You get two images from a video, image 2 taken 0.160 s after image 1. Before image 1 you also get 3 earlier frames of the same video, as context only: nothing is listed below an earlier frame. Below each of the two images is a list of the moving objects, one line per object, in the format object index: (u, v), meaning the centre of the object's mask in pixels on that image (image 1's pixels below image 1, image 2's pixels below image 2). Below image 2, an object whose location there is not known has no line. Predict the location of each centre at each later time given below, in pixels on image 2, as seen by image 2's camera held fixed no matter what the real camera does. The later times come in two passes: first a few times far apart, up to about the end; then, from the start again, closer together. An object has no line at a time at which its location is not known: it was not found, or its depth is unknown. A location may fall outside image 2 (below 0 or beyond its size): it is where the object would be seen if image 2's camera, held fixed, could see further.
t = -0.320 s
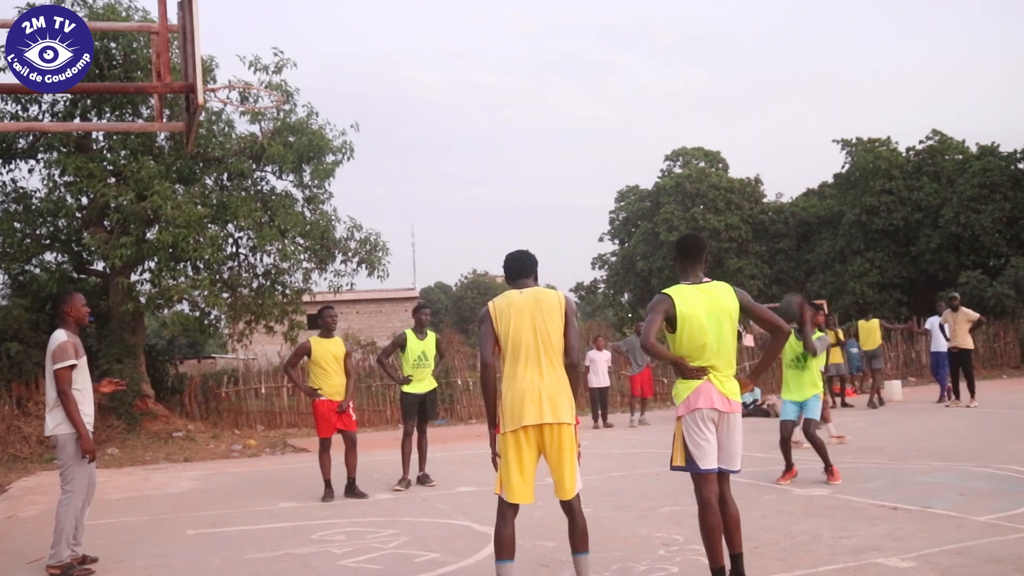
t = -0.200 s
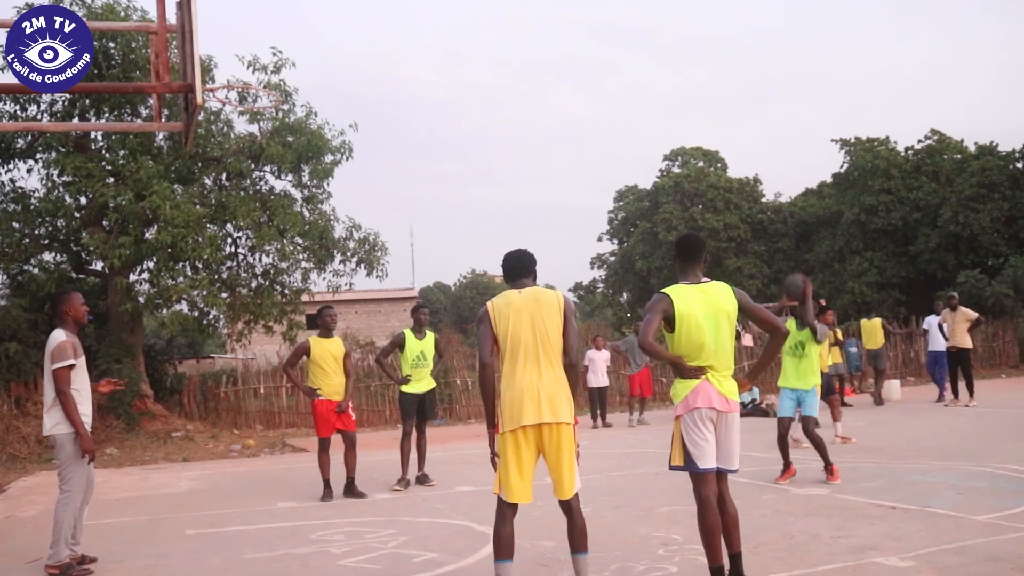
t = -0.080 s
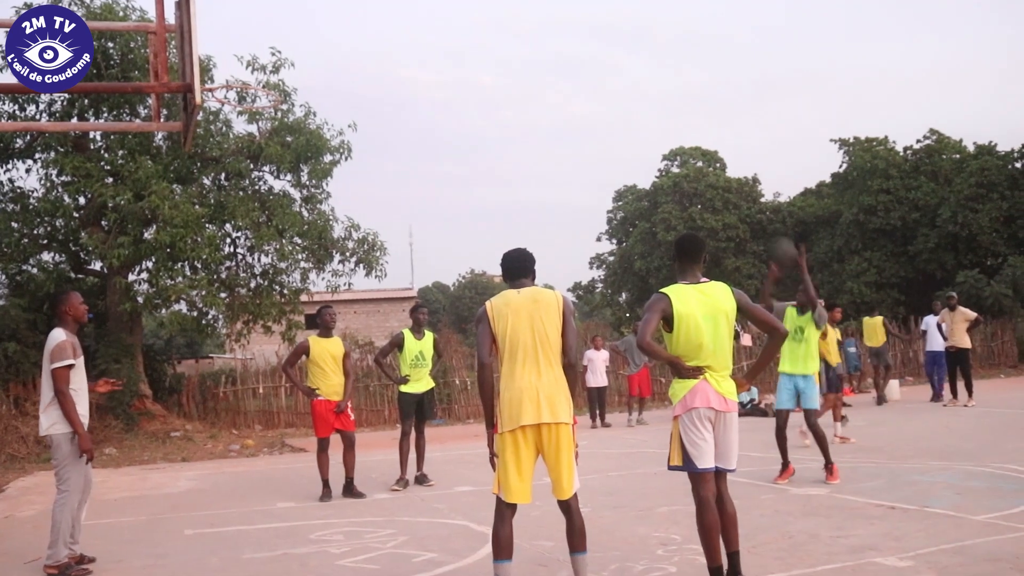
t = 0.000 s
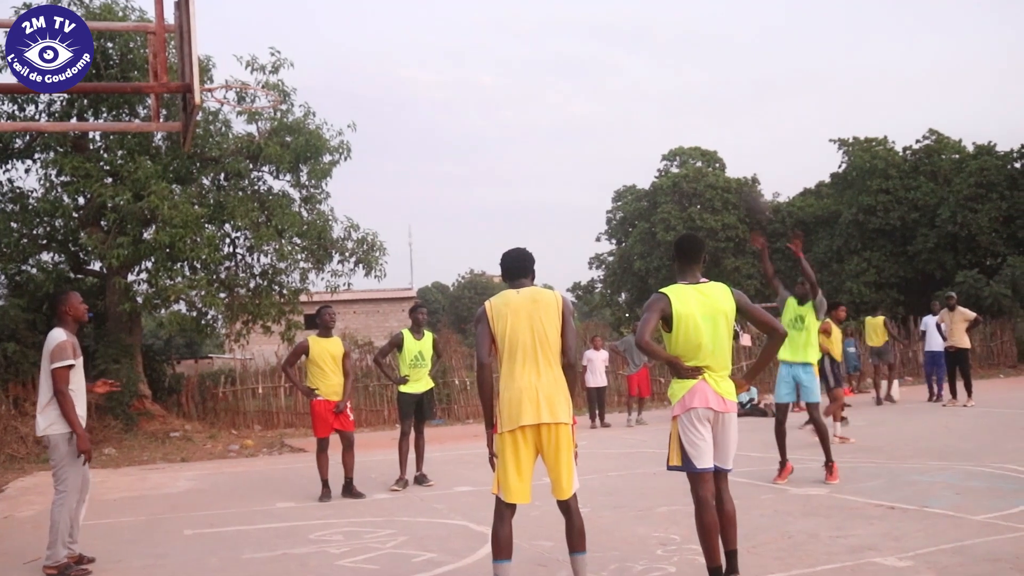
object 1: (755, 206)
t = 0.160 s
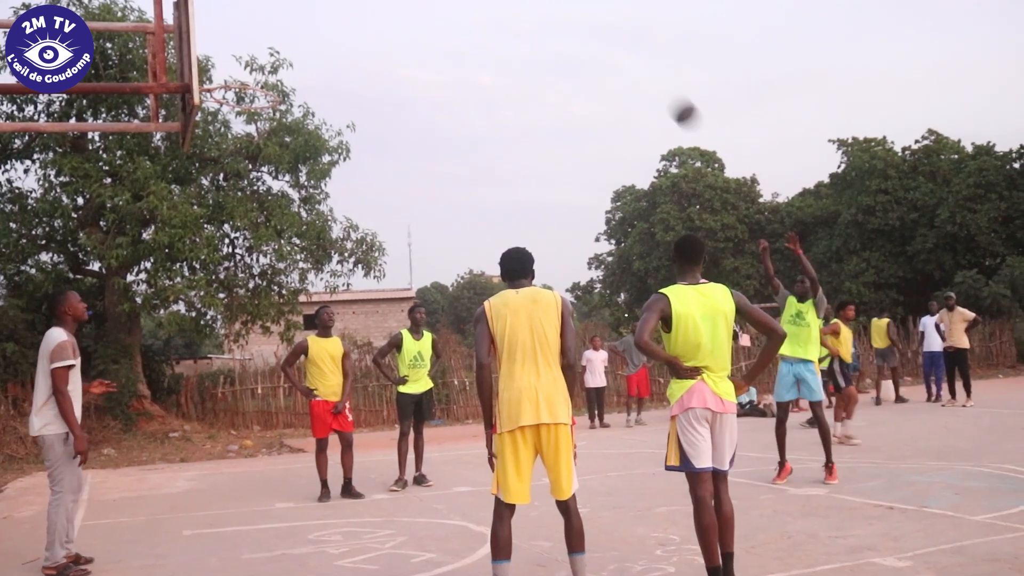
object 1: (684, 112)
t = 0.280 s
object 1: (632, 60)
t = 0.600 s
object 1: (491, 3)
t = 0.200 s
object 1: (667, 94)
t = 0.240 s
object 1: (650, 77)
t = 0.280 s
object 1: (632, 60)
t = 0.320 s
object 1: (616, 47)
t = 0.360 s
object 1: (598, 34)
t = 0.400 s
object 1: (580, 23)
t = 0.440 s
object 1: (563, 14)
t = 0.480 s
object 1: (545, 8)
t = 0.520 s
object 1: (527, 6)
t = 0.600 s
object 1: (491, 3)
